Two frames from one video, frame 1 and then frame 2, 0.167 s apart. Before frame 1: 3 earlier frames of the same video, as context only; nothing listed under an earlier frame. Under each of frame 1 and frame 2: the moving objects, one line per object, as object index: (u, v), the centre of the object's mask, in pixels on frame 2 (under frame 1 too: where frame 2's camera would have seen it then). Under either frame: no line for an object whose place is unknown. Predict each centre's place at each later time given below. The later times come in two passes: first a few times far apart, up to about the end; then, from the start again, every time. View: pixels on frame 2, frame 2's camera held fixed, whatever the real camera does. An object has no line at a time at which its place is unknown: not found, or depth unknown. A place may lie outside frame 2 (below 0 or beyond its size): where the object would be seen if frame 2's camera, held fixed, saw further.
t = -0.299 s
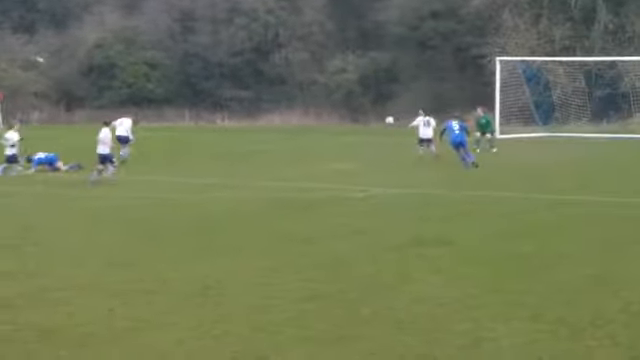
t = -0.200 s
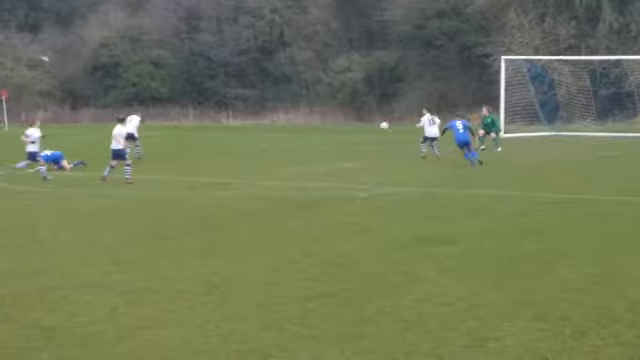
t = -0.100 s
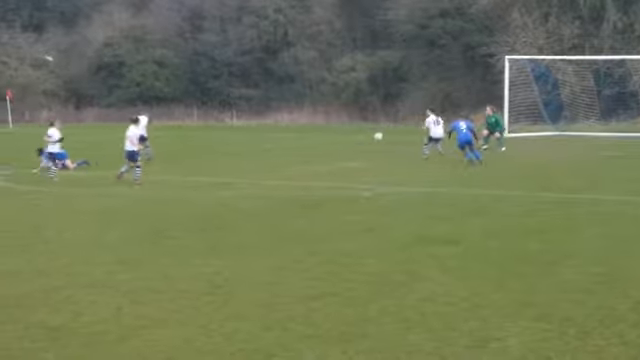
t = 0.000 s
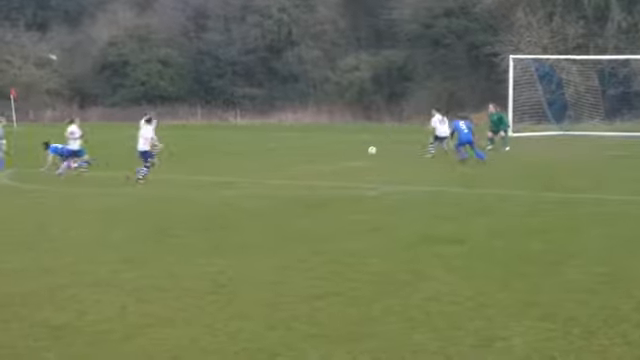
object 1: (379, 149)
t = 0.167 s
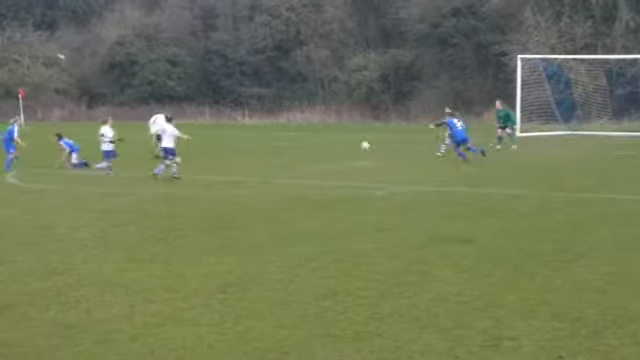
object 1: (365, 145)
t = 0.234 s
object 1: (360, 142)
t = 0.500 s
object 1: (335, 148)
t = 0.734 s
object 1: (316, 155)
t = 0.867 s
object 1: (304, 153)
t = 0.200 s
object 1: (361, 143)
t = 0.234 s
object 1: (360, 142)
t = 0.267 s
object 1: (356, 141)
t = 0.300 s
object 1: (353, 140)
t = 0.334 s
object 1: (351, 140)
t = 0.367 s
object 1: (347, 141)
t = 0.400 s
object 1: (344, 142)
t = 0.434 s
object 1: (342, 143)
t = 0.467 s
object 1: (339, 145)
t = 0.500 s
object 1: (335, 148)
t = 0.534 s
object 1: (333, 148)
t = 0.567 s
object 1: (330, 152)
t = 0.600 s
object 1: (326, 156)
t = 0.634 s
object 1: (325, 158)
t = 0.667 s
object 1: (321, 158)
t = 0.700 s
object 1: (318, 156)
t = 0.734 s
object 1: (316, 155)
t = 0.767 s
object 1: (313, 154)
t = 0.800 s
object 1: (310, 153)
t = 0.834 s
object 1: (308, 153)
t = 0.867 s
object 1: (304, 153)
